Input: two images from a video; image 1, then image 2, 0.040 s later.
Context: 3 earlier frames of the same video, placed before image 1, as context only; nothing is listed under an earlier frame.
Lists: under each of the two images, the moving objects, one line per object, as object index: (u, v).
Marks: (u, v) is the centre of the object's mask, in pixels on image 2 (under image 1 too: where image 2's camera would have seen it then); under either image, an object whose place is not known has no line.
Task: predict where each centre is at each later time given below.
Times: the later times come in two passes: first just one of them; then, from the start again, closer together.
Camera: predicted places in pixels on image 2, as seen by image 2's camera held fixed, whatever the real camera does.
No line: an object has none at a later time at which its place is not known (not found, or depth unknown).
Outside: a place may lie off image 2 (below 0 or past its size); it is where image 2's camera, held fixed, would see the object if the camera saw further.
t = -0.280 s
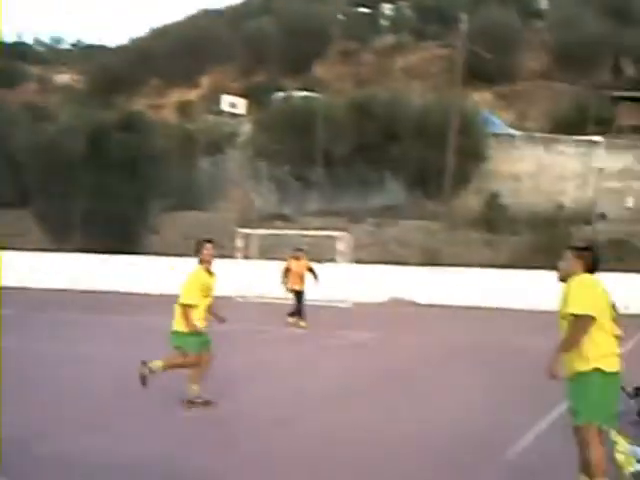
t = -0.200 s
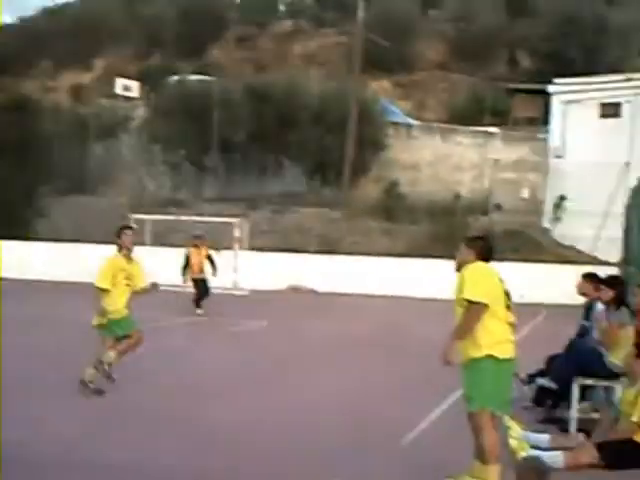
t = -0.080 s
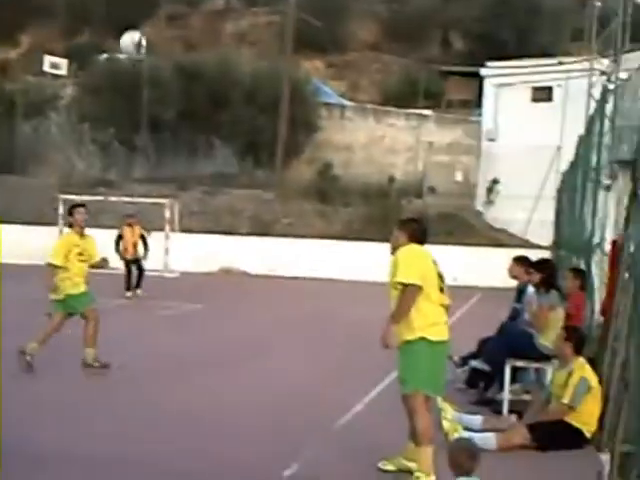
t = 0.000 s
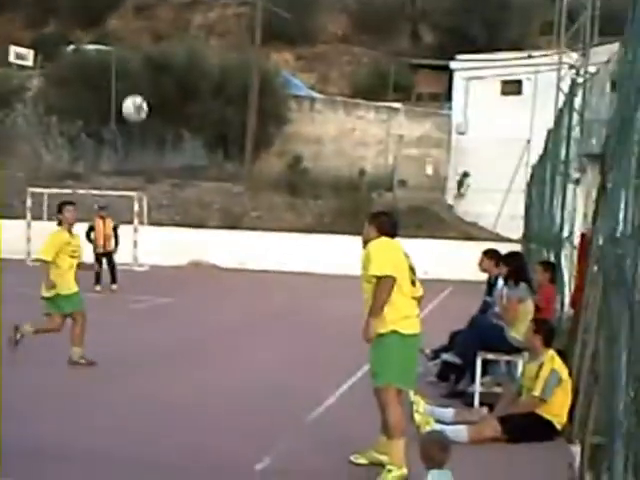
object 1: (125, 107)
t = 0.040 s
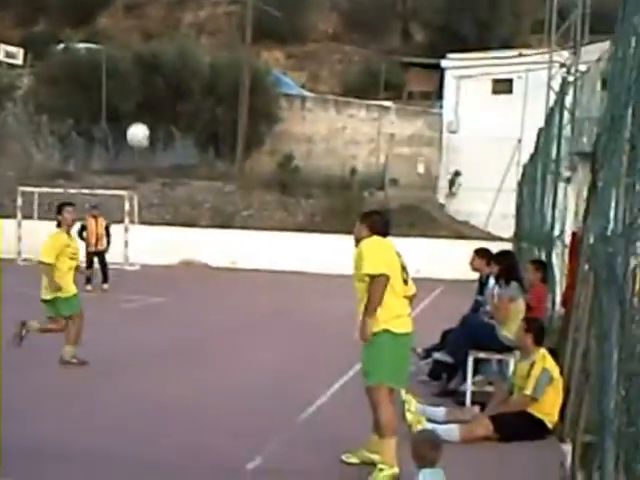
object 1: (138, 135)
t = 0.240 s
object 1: (209, 317)
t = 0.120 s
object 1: (176, 230)
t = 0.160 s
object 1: (191, 268)
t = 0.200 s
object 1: (200, 293)
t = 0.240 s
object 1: (209, 317)
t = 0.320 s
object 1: (222, 334)
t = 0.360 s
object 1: (223, 320)
